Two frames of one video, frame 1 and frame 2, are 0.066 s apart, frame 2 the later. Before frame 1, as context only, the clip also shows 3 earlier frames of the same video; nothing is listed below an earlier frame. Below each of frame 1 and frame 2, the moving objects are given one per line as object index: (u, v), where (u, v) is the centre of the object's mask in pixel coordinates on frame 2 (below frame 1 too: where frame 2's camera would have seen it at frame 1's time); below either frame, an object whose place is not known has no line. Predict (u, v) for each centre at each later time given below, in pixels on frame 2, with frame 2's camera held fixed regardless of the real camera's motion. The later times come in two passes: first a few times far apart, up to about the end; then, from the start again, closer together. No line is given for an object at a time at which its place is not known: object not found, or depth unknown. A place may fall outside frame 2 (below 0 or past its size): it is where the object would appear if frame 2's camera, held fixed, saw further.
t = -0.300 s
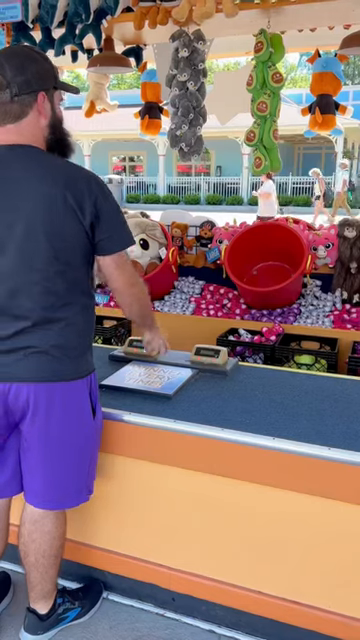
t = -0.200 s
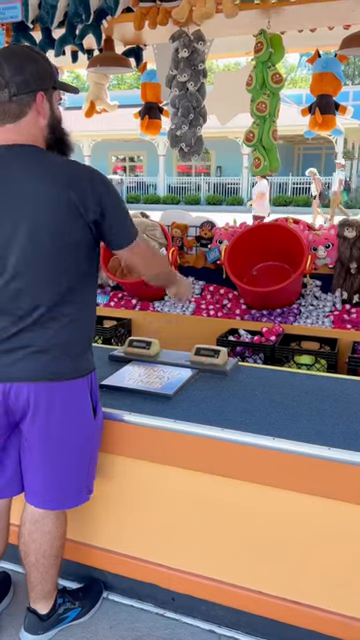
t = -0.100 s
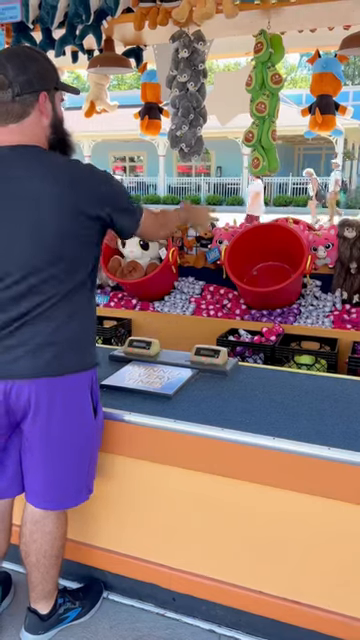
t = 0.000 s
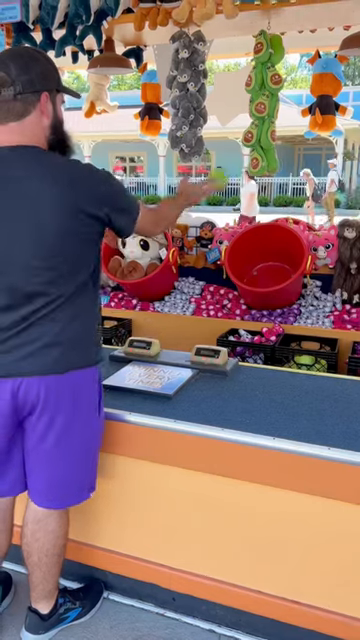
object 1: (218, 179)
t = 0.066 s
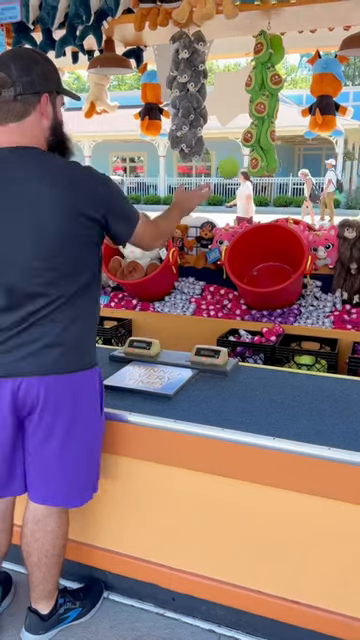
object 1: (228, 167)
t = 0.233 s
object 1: (249, 182)
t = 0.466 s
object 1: (268, 274)
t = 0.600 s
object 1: (261, 284)
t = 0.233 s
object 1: (249, 182)
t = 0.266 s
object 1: (252, 191)
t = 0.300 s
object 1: (256, 203)
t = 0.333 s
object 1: (259, 214)
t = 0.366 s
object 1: (261, 228)
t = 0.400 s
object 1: (264, 242)
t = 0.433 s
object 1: (266, 258)
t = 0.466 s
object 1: (268, 274)
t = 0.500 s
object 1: (267, 280)
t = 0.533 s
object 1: (265, 281)
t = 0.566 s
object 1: (263, 282)
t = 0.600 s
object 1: (261, 284)
